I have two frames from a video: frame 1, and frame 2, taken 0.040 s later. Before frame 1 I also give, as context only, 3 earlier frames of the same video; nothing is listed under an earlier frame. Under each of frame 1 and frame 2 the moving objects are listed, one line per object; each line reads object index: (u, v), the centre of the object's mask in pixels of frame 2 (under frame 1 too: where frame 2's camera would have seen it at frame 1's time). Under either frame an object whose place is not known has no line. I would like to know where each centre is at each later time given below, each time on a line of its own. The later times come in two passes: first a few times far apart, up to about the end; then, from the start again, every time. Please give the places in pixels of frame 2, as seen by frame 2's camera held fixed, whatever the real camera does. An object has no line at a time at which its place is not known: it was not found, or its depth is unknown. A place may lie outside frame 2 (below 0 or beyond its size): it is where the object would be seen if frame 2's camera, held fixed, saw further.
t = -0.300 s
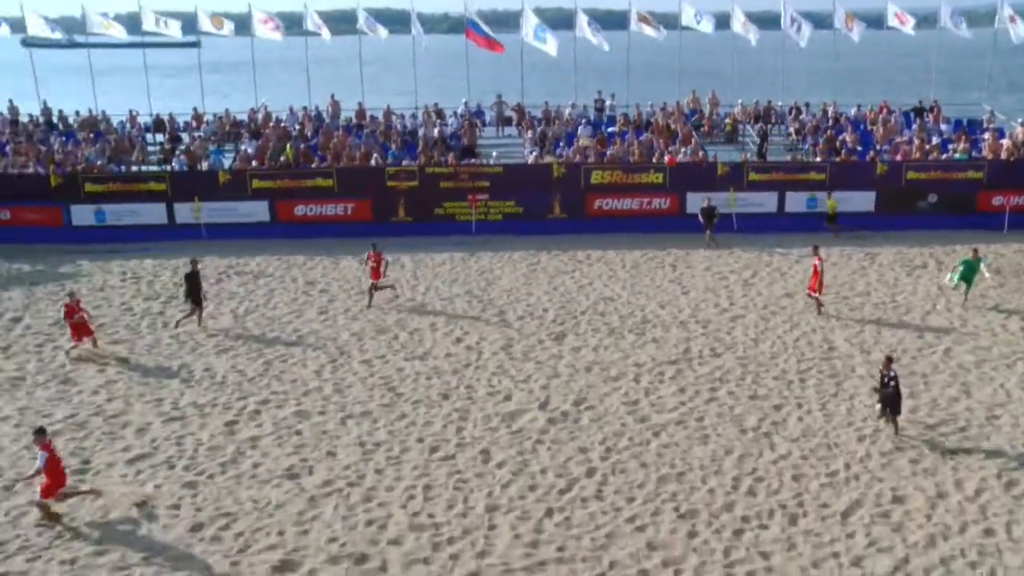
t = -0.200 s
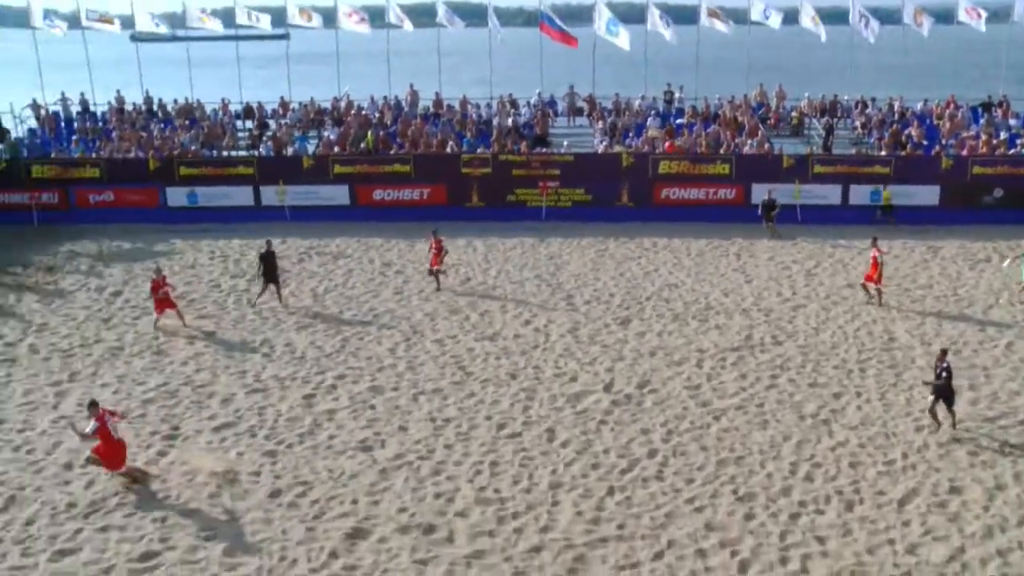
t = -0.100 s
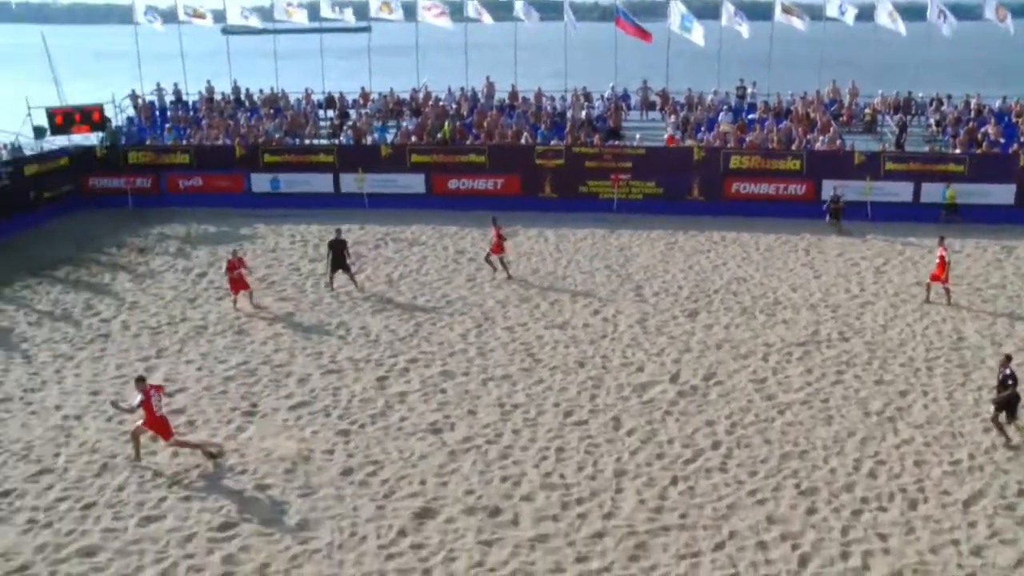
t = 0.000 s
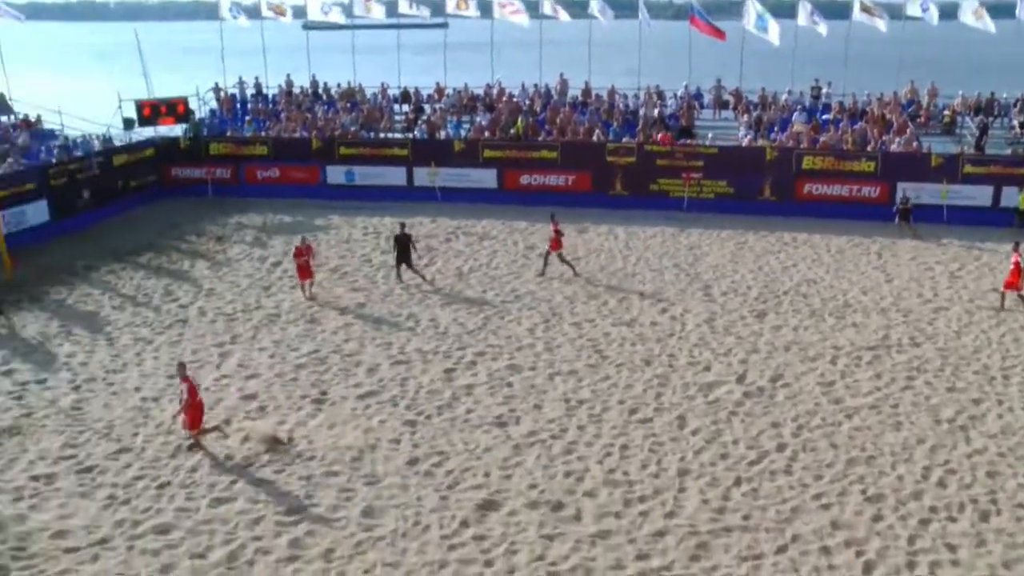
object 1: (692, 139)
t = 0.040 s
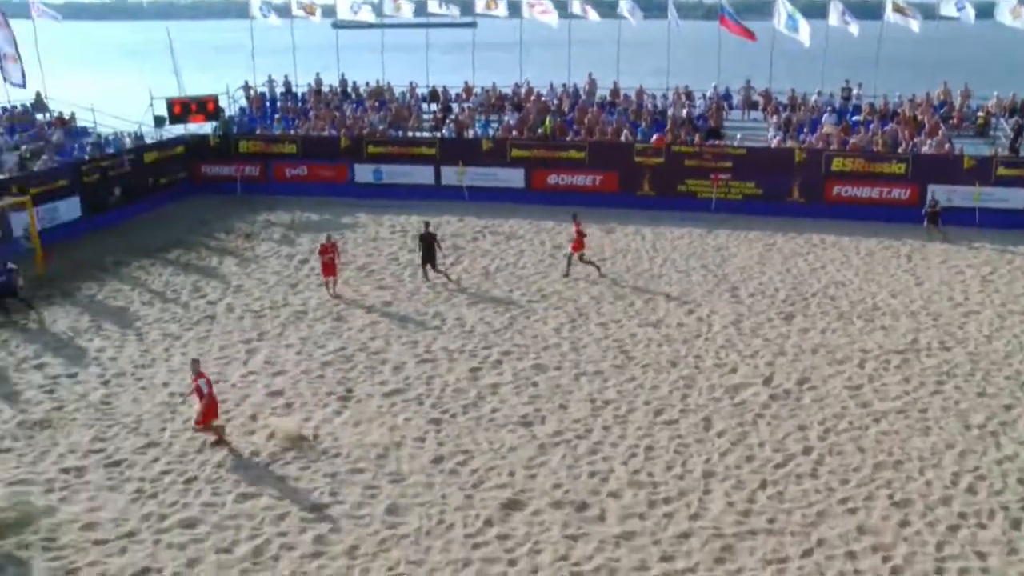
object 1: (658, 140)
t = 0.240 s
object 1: (482, 158)
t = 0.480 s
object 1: (246, 209)
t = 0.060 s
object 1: (643, 140)
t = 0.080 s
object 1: (626, 141)
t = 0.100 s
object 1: (609, 144)
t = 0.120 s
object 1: (592, 145)
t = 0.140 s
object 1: (574, 146)
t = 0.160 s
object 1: (555, 148)
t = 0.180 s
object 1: (538, 148)
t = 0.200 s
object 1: (518, 153)
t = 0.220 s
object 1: (500, 156)
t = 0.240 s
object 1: (482, 158)
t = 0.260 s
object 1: (464, 160)
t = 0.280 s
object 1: (444, 164)
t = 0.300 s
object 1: (424, 168)
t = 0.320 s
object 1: (406, 172)
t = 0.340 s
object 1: (386, 176)
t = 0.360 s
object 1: (366, 180)
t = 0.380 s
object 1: (347, 185)
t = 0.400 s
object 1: (327, 189)
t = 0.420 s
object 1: (307, 193)
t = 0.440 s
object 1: (285, 199)
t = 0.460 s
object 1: (265, 205)
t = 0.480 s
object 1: (246, 209)
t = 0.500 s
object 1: (224, 215)
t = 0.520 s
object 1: (203, 222)
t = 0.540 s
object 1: (183, 228)
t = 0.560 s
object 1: (162, 237)
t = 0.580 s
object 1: (141, 243)
